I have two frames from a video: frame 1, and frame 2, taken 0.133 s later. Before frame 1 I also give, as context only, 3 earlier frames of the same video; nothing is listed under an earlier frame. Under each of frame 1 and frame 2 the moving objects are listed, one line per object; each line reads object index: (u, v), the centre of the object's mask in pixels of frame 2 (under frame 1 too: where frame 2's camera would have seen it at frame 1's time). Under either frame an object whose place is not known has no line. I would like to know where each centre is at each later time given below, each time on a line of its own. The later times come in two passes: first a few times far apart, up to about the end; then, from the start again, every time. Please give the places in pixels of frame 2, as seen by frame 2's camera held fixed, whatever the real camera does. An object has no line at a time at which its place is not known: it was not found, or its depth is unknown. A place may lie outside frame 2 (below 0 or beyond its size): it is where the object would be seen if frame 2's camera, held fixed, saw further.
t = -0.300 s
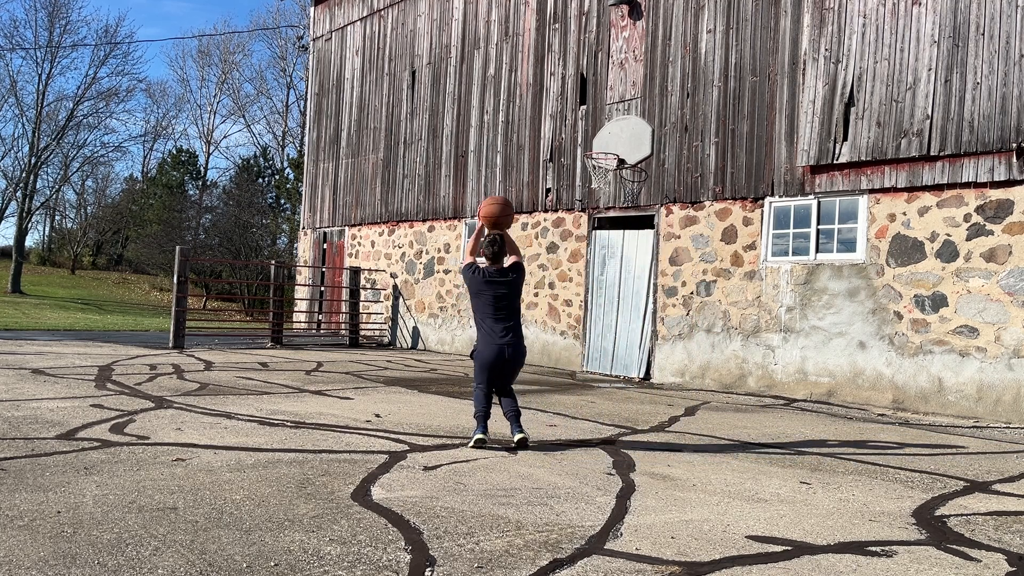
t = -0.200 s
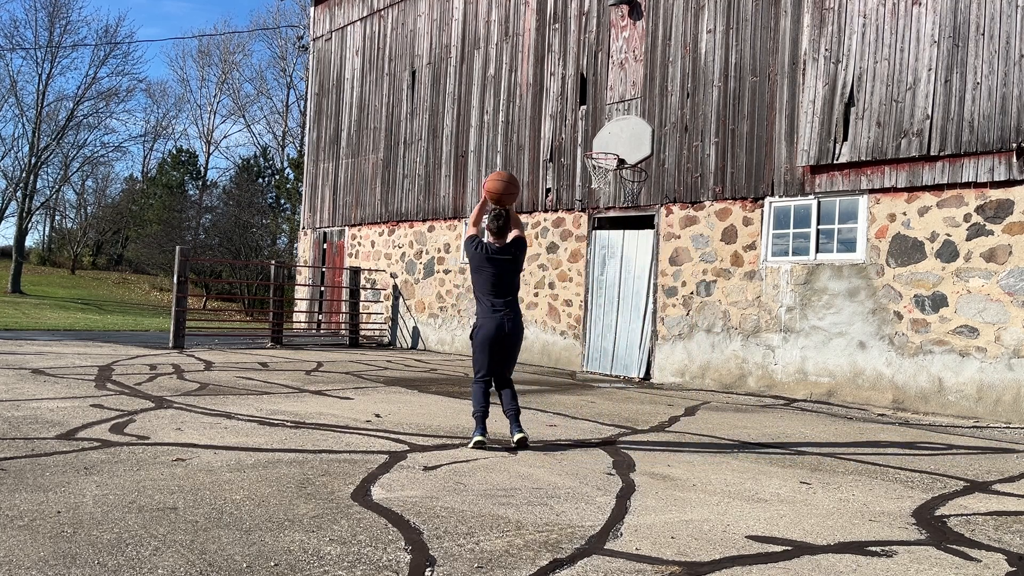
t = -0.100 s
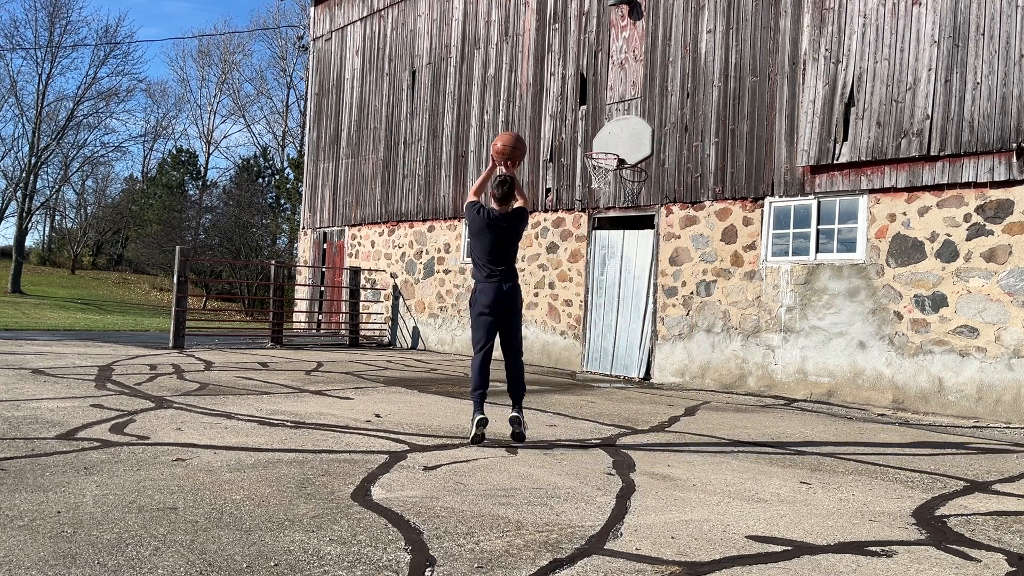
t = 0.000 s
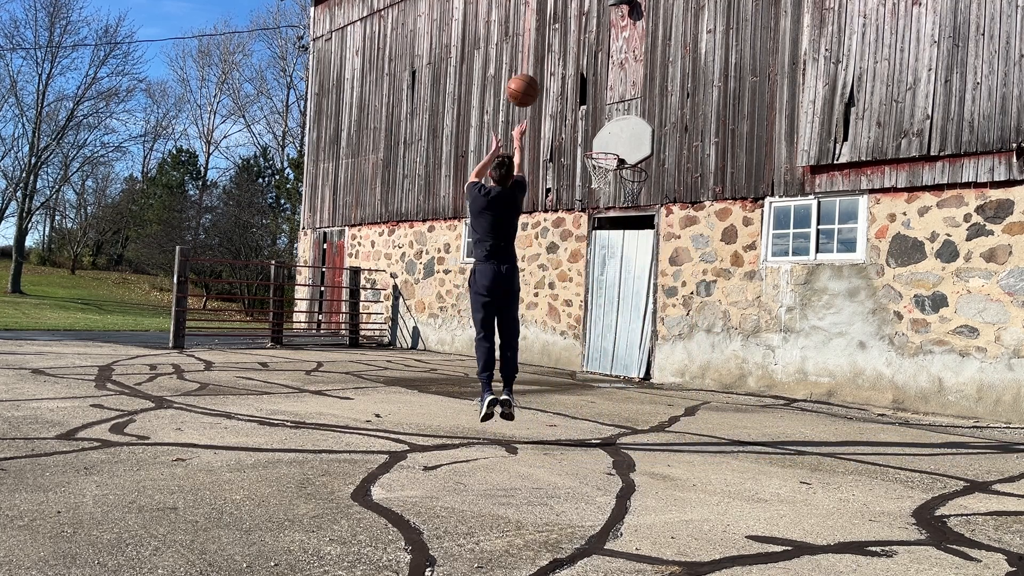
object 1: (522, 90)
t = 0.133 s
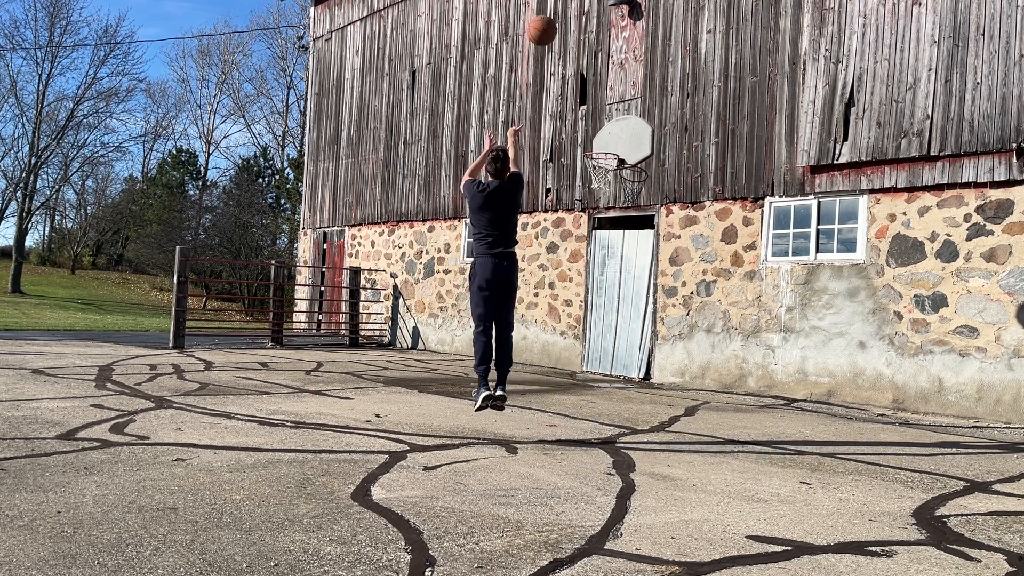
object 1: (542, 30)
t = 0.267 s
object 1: (557, 7)
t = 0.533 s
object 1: (578, 7)
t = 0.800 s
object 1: (591, 59)
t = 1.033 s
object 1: (597, 138)
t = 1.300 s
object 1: (607, 165)
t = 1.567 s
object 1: (596, 193)
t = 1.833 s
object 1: (579, 265)
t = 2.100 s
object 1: (563, 355)
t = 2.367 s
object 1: (564, 278)
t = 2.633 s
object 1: (564, 252)
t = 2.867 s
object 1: (562, 269)
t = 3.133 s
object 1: (558, 333)
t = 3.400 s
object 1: (560, 320)
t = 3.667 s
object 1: (564, 295)
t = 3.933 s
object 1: (555, 314)
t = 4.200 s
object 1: (547, 350)
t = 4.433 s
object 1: (547, 320)
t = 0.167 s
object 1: (546, 21)
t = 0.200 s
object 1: (550, 13)
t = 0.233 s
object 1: (553, 9)
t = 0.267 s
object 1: (557, 7)
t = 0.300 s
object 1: (560, 5)
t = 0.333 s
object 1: (563, 4)
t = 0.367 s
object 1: (565, 3)
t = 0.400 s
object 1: (568, 3)
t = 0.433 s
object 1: (571, 4)
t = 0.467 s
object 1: (573, 5)
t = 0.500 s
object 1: (576, 6)
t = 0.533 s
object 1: (578, 7)
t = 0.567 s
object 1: (580, 10)
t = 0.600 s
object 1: (582, 14)
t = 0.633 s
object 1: (584, 20)
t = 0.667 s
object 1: (585, 26)
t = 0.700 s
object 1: (587, 33)
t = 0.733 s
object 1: (588, 41)
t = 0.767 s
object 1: (589, 50)
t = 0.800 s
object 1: (591, 59)
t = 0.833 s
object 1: (592, 69)
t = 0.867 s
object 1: (592, 80)
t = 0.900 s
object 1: (594, 91)
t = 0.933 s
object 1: (595, 102)
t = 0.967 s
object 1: (596, 114)
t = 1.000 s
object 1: (596, 126)
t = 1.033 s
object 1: (597, 138)
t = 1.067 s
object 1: (597, 151)
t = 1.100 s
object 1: (600, 157)
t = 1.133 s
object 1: (607, 161)
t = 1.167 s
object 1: (611, 163)
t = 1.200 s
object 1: (613, 163)
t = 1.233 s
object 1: (613, 164)
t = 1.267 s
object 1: (610, 165)
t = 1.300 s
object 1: (607, 165)
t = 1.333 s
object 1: (604, 170)
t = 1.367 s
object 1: (602, 171)
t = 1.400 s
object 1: (602, 173)
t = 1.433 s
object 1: (600, 176)
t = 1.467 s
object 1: (599, 180)
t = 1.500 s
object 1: (598, 184)
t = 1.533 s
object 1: (597, 188)
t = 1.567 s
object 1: (596, 193)
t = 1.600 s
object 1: (594, 198)
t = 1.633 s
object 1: (591, 205)
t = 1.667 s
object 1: (589, 213)
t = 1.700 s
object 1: (587, 222)
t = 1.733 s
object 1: (585, 232)
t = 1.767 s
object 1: (583, 242)
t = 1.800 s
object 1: (580, 253)
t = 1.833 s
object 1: (579, 265)
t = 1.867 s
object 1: (576, 277)
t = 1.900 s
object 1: (574, 290)
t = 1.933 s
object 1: (572, 303)
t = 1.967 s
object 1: (570, 318)
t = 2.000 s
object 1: (568, 333)
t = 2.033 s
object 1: (565, 349)
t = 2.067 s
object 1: (563, 366)
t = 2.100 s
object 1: (563, 355)
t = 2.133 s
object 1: (564, 343)
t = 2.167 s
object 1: (564, 331)
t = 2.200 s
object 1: (565, 321)
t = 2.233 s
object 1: (564, 310)
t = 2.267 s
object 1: (565, 302)
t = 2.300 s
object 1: (565, 293)
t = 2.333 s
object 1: (565, 286)
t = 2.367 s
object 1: (564, 278)
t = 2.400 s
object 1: (565, 273)
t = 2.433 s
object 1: (564, 267)
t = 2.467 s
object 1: (564, 263)
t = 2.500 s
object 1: (564, 259)
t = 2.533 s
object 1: (564, 256)
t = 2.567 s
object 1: (564, 254)
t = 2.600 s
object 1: (564, 253)
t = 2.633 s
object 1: (564, 252)
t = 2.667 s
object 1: (564, 252)
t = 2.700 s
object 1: (564, 253)
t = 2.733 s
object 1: (563, 255)
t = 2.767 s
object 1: (563, 257)
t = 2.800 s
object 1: (563, 261)
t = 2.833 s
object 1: (562, 265)
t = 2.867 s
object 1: (562, 269)
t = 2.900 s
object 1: (561, 275)
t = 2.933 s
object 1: (561, 281)
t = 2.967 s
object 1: (561, 288)
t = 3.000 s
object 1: (560, 296)
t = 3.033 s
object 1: (559, 304)
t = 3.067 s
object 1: (558, 313)
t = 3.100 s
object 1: (558, 323)
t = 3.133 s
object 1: (558, 333)
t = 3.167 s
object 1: (557, 344)
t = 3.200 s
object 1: (557, 356)
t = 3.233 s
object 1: (556, 361)
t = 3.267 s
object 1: (557, 351)
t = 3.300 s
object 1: (558, 342)
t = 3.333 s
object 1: (559, 334)
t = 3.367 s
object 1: (560, 327)
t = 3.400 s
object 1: (560, 320)
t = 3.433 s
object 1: (561, 314)
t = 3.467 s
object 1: (562, 309)
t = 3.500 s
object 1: (563, 305)
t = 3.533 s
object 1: (563, 302)
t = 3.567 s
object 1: (563, 299)
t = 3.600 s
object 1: (564, 297)
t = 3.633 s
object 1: (564, 296)
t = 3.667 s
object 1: (564, 295)
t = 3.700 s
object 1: (564, 295)
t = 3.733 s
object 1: (563, 295)
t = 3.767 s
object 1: (562, 296)
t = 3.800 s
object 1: (561, 299)
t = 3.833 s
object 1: (559, 301)
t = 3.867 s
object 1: (558, 305)
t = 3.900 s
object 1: (557, 309)
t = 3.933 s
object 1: (555, 314)
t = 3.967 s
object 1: (554, 319)
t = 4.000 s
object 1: (553, 326)
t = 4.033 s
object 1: (552, 333)
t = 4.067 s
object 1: (550, 341)
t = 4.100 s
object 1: (549, 350)
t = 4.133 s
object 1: (547, 359)
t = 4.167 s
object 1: (547, 357)
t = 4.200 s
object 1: (547, 350)
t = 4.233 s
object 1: (547, 344)
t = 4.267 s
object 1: (547, 338)
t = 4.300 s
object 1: (547, 333)
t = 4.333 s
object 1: (547, 328)
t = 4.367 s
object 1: (548, 325)
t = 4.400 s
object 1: (548, 322)
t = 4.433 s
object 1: (547, 320)
